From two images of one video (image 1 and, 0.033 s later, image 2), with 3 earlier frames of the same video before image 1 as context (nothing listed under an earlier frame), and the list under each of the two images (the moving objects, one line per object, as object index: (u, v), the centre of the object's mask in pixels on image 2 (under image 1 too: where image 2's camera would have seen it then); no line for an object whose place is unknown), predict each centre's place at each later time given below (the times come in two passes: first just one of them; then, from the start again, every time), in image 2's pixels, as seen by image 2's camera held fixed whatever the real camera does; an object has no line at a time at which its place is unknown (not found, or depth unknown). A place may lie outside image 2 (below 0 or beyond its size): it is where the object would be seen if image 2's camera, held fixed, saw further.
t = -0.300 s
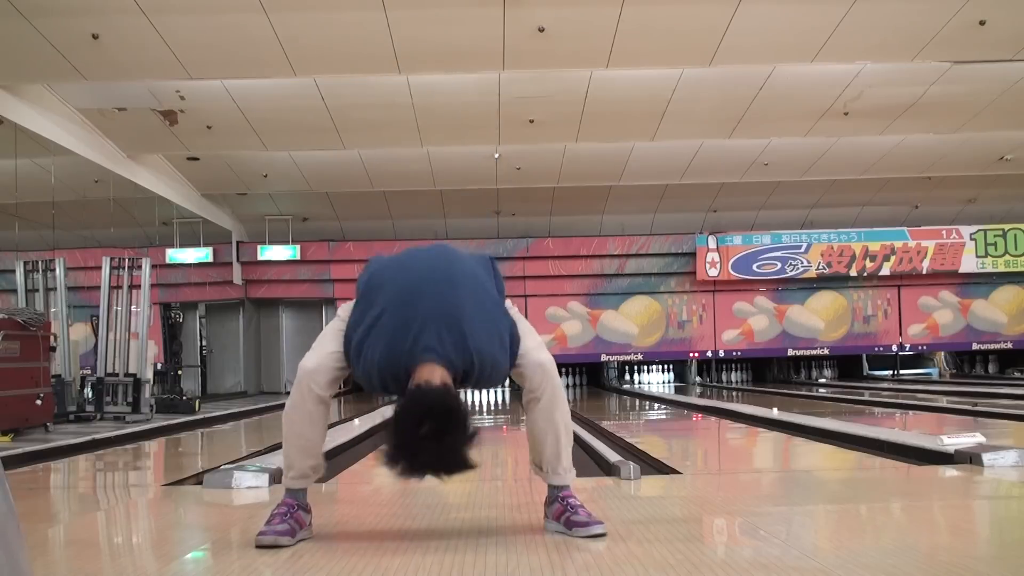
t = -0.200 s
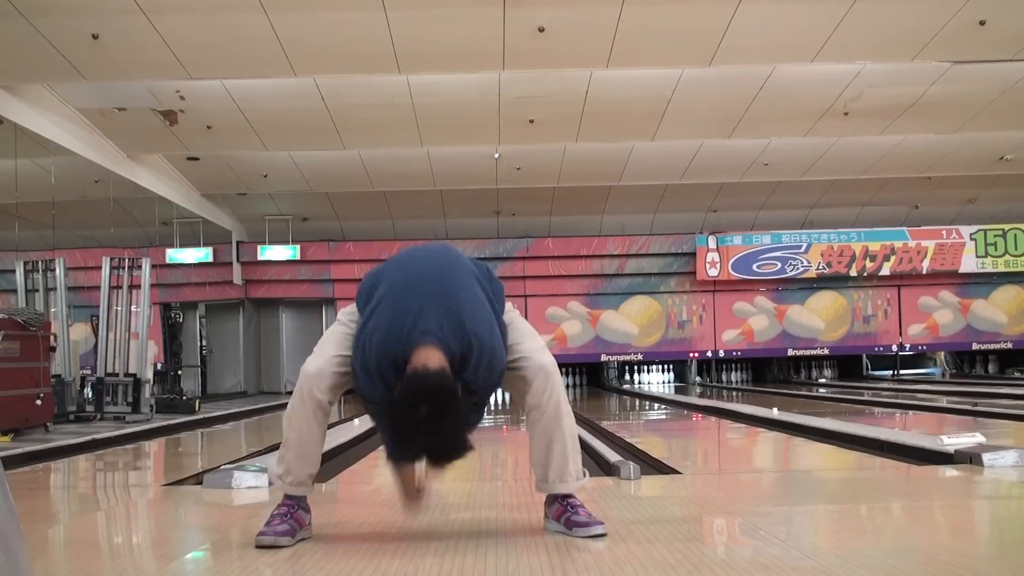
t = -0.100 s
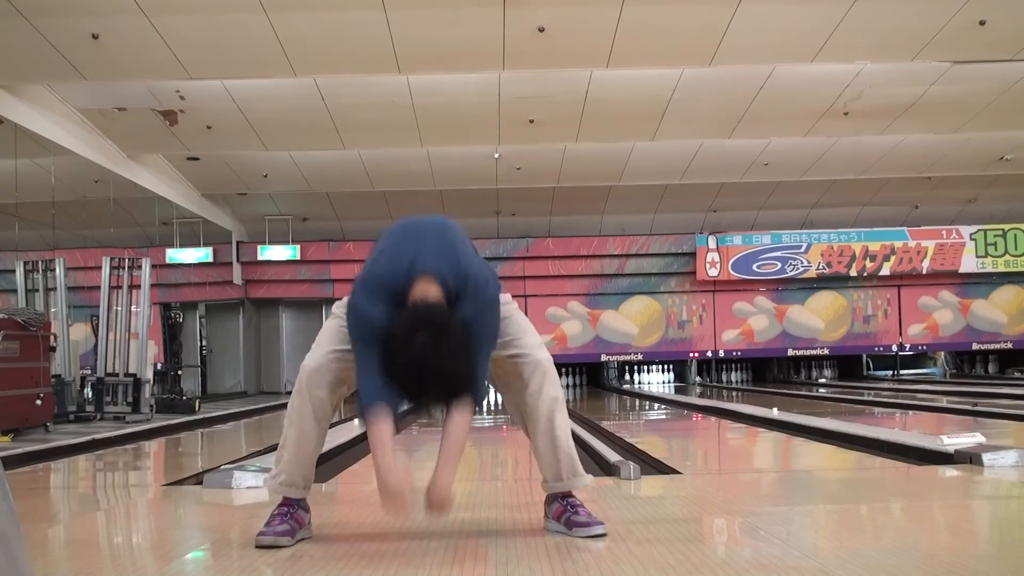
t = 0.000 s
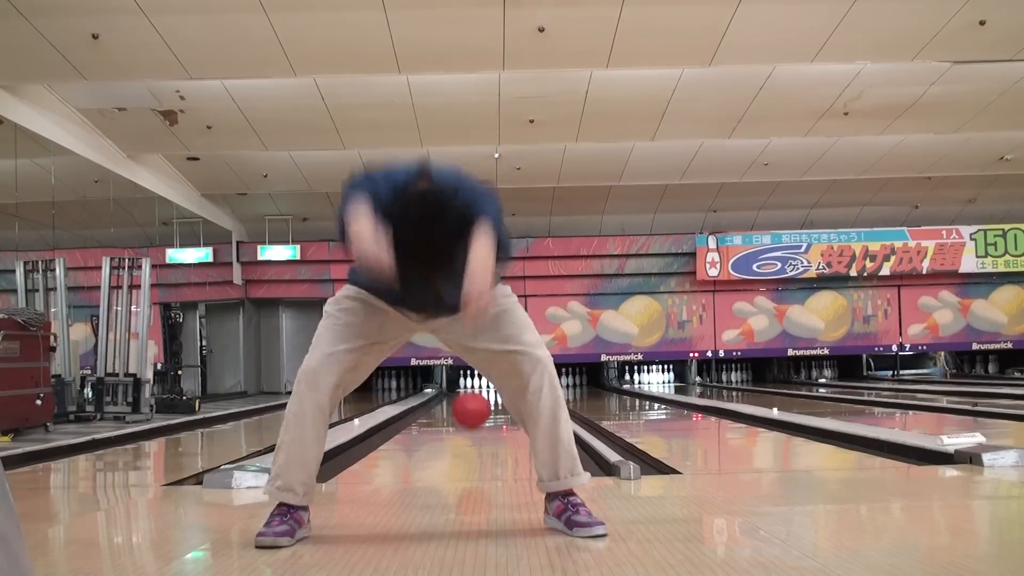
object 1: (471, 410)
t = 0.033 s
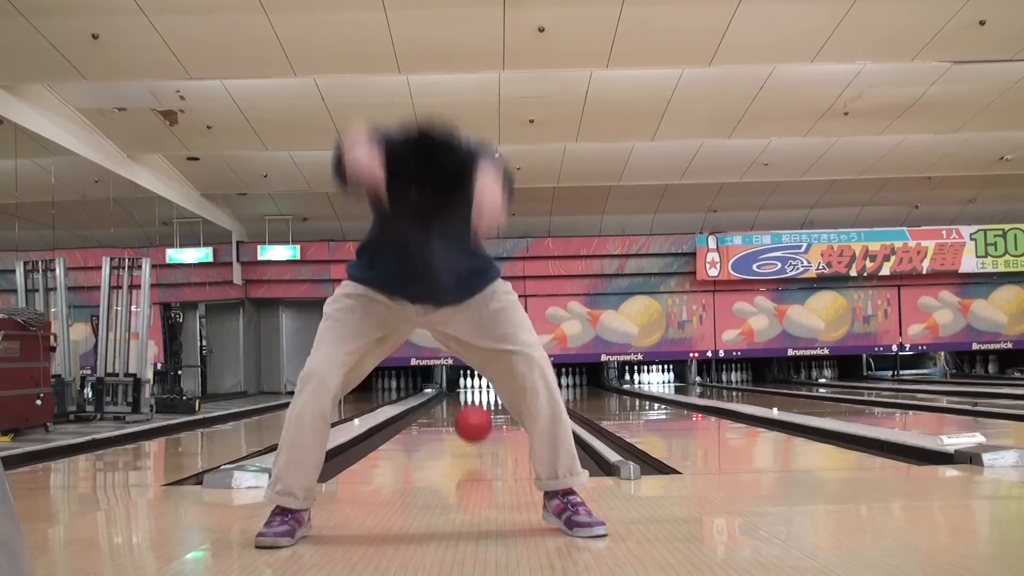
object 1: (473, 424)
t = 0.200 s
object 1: (472, 429)
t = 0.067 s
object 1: (475, 435)
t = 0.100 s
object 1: (476, 431)
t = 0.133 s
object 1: (477, 428)
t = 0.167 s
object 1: (478, 428)
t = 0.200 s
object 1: (472, 429)
